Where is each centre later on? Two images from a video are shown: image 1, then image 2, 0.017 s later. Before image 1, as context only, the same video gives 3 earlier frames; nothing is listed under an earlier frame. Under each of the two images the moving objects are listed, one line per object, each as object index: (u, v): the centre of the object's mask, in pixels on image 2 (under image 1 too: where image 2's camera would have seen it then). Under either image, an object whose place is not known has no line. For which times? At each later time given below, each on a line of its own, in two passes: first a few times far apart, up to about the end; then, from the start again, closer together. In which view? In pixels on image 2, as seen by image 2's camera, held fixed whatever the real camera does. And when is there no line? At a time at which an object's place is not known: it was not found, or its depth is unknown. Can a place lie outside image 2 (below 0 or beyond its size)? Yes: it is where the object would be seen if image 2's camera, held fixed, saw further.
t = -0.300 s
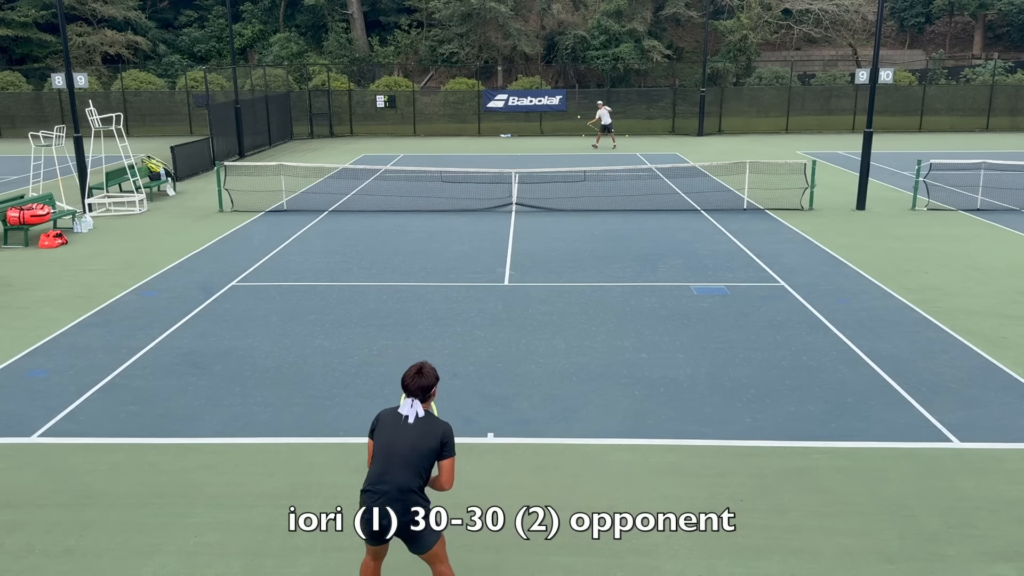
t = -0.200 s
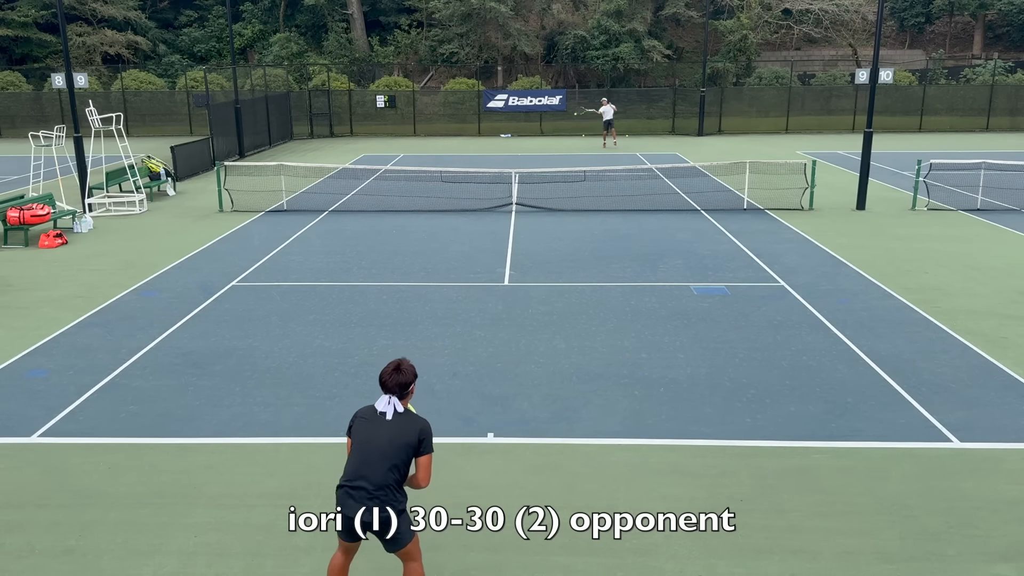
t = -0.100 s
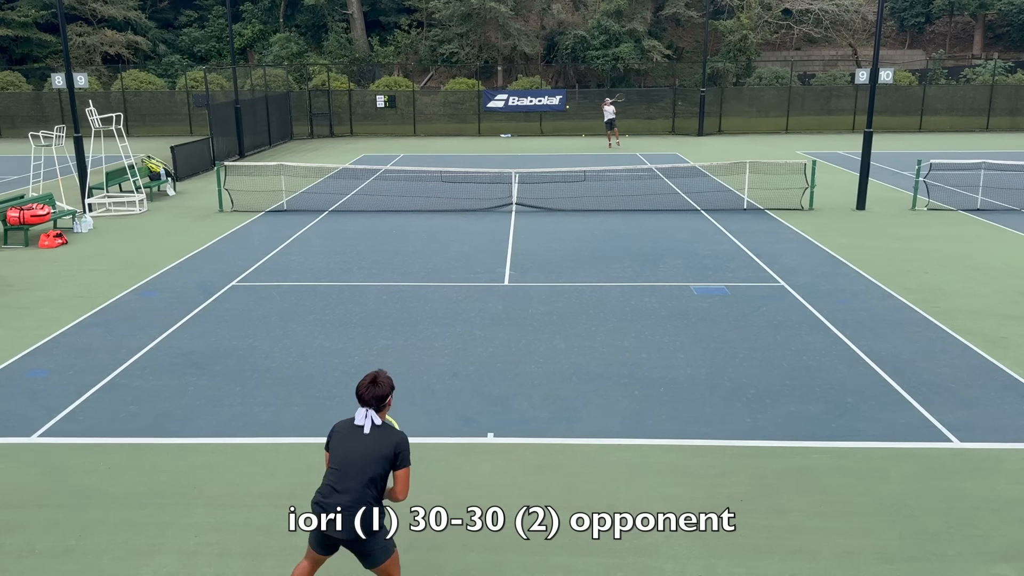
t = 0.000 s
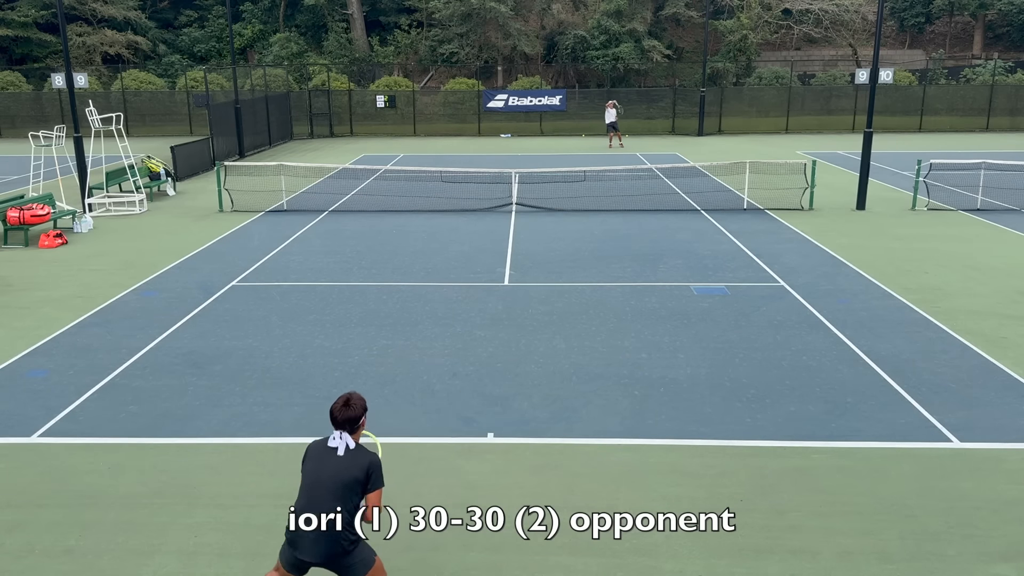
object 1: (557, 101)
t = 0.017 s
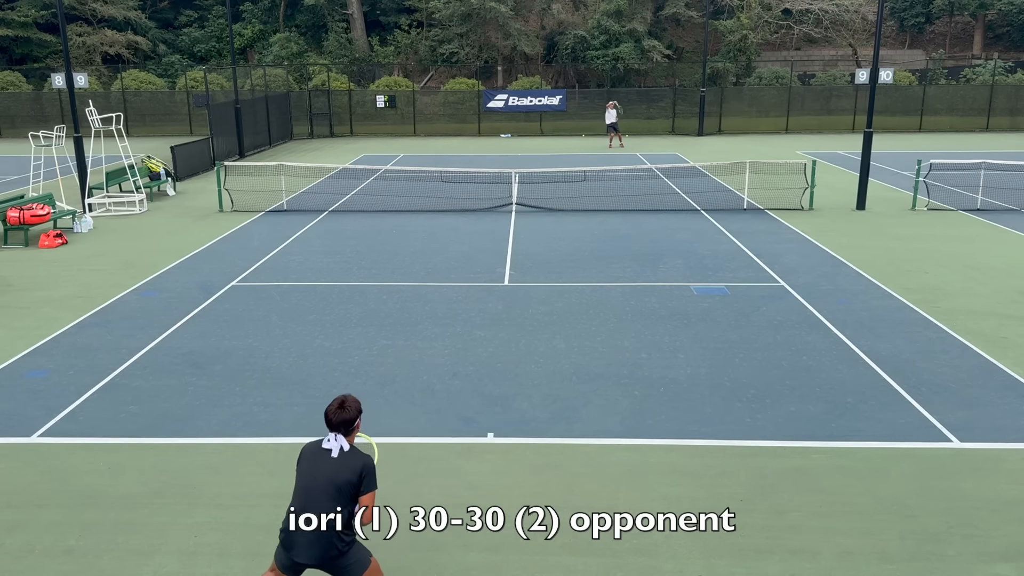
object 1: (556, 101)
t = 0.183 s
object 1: (535, 110)
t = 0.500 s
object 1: (475, 177)
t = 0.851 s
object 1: (377, 264)
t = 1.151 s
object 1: (268, 280)
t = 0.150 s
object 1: (540, 107)
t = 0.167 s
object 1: (538, 108)
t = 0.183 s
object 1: (535, 110)
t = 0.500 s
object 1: (475, 177)
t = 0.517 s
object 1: (471, 183)
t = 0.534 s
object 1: (467, 190)
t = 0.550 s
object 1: (462, 197)
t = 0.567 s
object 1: (458, 204)
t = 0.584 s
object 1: (453, 212)
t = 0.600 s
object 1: (448, 220)
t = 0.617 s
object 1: (443, 229)
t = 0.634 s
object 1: (438, 238)
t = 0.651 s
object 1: (433, 247)
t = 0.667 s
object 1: (427, 257)
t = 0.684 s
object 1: (421, 268)
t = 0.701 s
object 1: (416, 279)
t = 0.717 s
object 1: (411, 283)
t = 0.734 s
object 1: (407, 280)
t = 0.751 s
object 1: (403, 277)
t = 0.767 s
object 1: (399, 274)
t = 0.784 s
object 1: (395, 272)
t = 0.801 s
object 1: (391, 270)
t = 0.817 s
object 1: (387, 268)
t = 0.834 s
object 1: (382, 266)
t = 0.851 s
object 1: (377, 264)
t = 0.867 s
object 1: (372, 263)
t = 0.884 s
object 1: (368, 262)
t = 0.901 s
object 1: (363, 261)
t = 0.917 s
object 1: (358, 260)
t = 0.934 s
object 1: (353, 260)
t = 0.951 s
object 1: (347, 259)
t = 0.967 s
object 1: (341, 259)
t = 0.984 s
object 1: (336, 260)
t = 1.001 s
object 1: (330, 260)
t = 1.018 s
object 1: (323, 261)
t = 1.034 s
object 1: (317, 262)
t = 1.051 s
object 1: (311, 263)
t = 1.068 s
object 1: (304, 265)
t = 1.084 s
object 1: (298, 267)
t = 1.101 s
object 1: (291, 270)
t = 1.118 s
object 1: (283, 273)
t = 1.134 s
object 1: (276, 276)
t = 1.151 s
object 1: (268, 280)
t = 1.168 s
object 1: (260, 284)
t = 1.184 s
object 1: (252, 289)
